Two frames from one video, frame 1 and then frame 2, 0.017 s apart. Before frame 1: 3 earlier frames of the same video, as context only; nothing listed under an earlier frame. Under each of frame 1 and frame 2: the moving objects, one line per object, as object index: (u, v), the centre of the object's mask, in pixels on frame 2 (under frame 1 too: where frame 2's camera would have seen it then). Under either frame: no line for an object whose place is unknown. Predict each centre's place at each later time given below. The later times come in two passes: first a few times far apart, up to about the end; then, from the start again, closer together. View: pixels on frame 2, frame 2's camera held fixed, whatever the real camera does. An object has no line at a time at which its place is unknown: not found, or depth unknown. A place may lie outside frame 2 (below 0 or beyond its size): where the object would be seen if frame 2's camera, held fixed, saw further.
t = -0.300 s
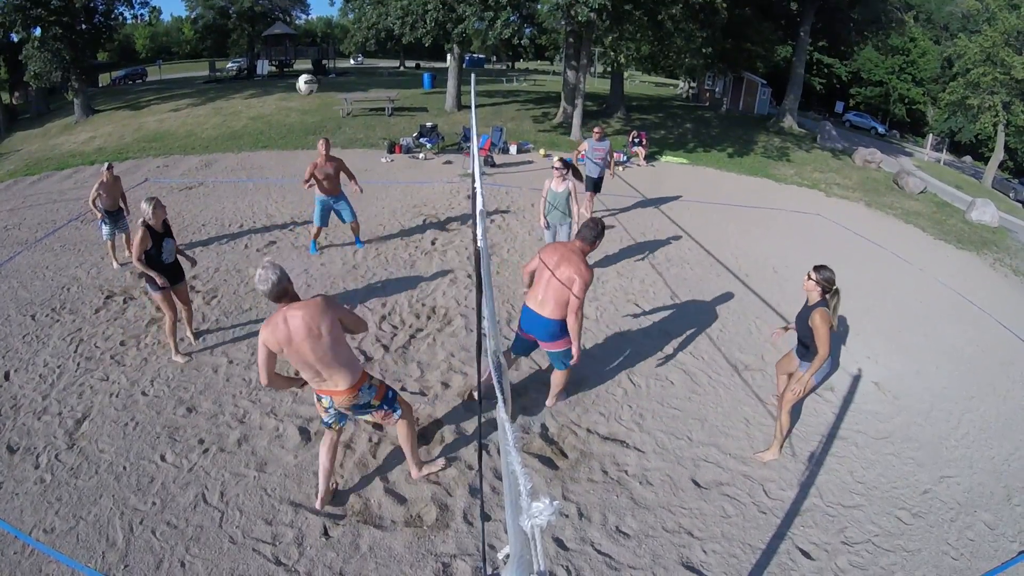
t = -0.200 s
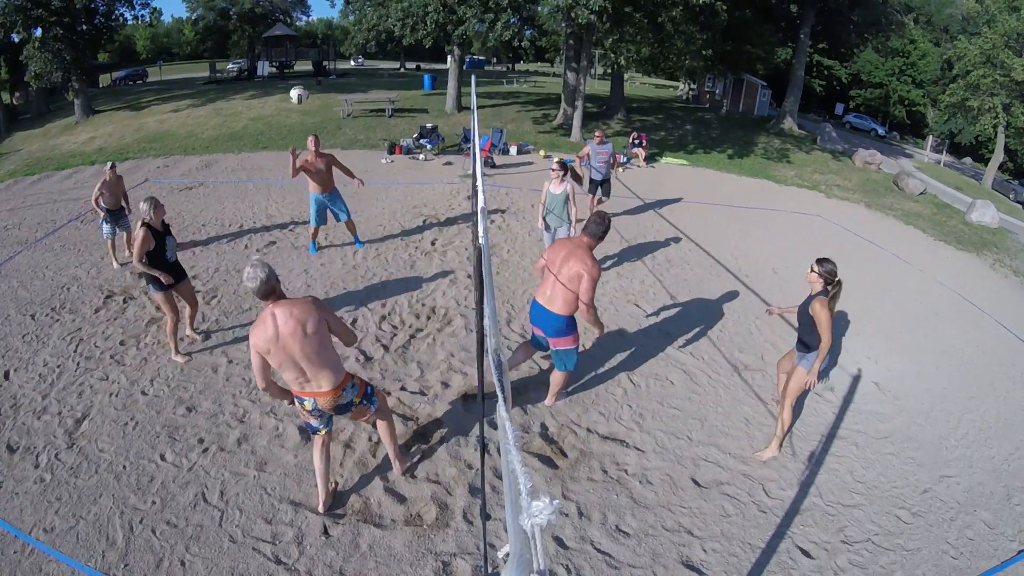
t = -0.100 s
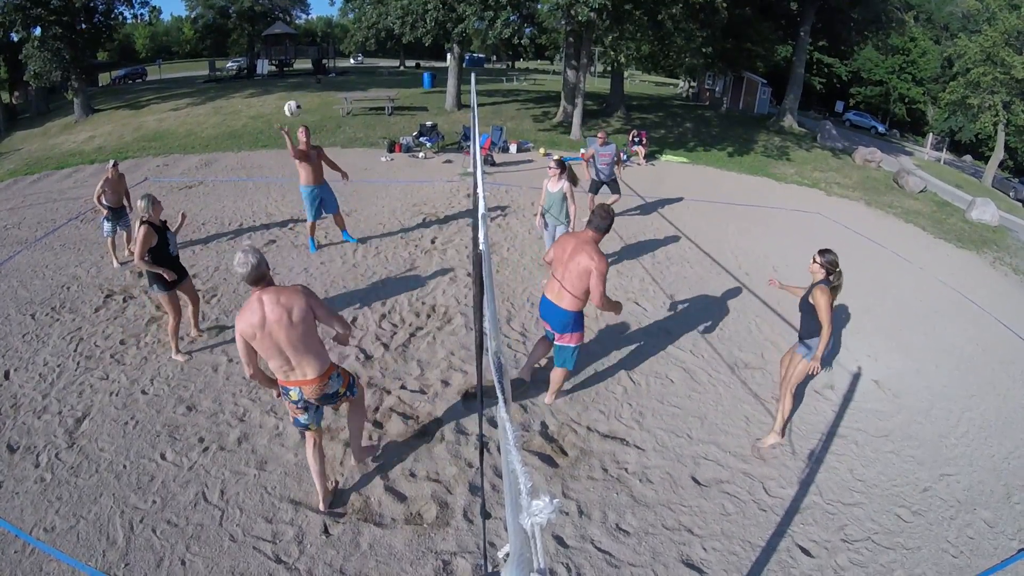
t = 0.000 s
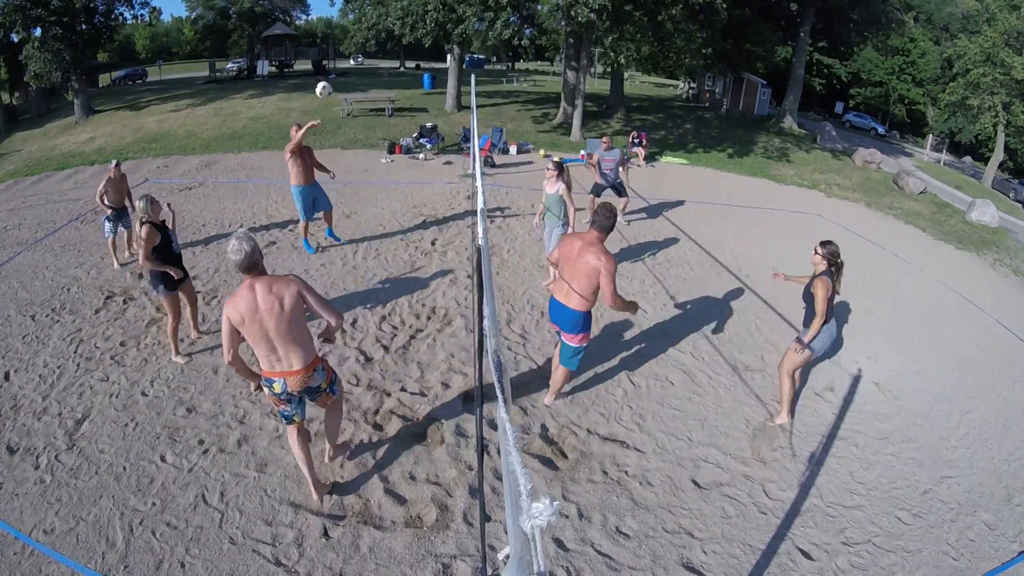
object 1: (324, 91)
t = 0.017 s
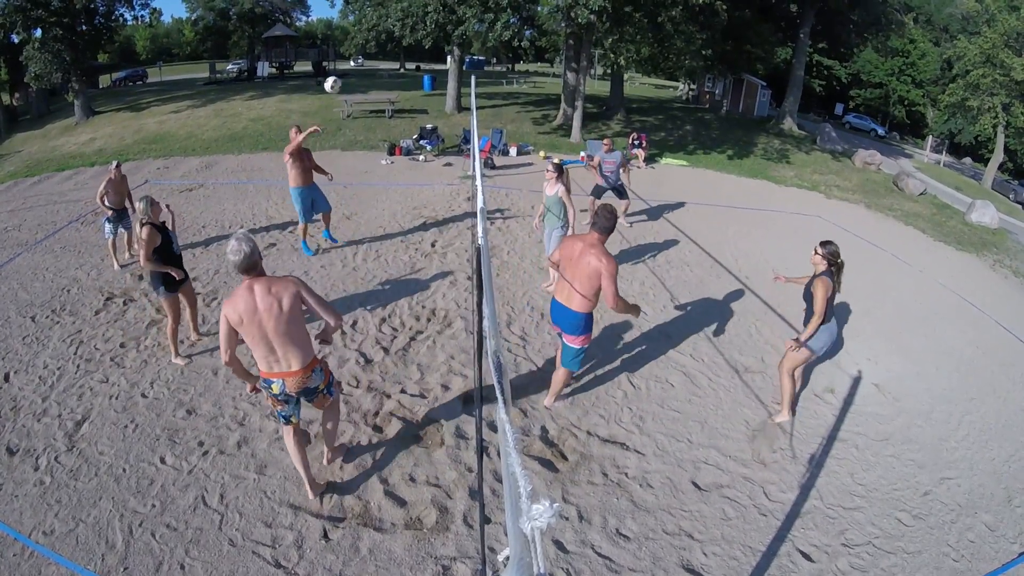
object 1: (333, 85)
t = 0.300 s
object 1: (478, 21)
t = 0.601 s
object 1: (608, 31)
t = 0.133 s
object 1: (393, 49)
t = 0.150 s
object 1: (402, 45)
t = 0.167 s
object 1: (410, 41)
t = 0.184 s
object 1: (418, 37)
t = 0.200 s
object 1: (427, 34)
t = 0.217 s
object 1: (436, 31)
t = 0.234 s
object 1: (444, 28)
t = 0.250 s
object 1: (453, 26)
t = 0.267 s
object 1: (461, 23)
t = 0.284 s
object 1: (469, 22)
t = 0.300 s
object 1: (478, 21)
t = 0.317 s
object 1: (486, 18)
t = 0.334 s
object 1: (494, 17)
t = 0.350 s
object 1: (502, 17)
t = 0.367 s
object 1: (510, 16)
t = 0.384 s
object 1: (518, 15)
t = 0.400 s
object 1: (525, 15)
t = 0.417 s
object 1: (532, 15)
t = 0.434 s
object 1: (539, 15)
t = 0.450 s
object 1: (546, 16)
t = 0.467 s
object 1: (554, 16)
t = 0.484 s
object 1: (561, 18)
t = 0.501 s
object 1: (568, 19)
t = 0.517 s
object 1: (575, 21)
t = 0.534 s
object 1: (582, 22)
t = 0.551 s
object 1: (589, 24)
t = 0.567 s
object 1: (595, 25)
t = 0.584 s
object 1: (601, 28)
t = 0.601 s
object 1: (608, 31)
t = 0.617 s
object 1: (614, 33)
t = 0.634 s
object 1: (620, 36)
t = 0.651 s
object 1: (626, 38)
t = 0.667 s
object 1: (631, 41)
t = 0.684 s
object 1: (637, 45)
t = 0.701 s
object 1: (642, 48)
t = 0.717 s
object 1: (648, 51)
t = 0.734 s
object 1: (653, 55)
